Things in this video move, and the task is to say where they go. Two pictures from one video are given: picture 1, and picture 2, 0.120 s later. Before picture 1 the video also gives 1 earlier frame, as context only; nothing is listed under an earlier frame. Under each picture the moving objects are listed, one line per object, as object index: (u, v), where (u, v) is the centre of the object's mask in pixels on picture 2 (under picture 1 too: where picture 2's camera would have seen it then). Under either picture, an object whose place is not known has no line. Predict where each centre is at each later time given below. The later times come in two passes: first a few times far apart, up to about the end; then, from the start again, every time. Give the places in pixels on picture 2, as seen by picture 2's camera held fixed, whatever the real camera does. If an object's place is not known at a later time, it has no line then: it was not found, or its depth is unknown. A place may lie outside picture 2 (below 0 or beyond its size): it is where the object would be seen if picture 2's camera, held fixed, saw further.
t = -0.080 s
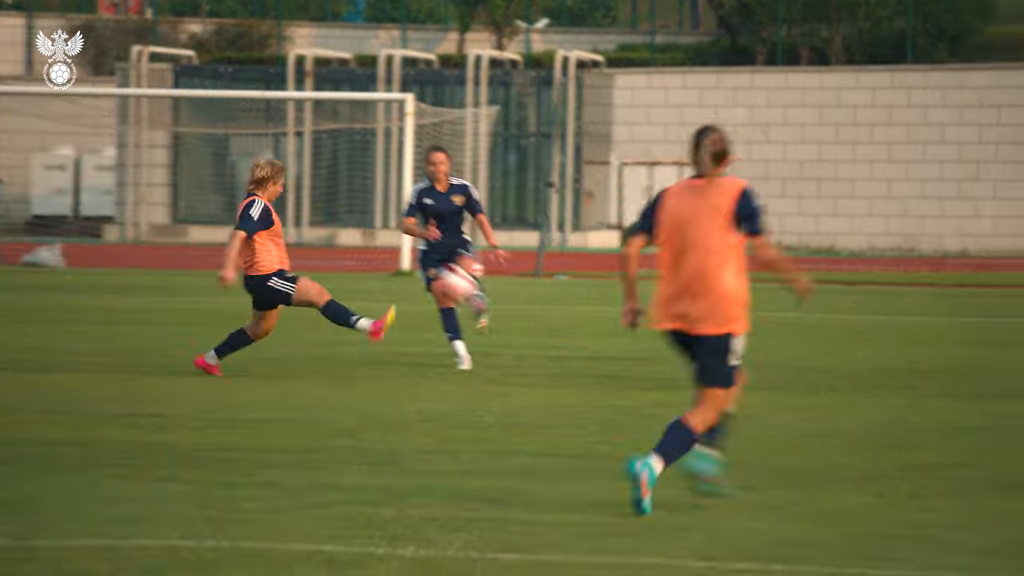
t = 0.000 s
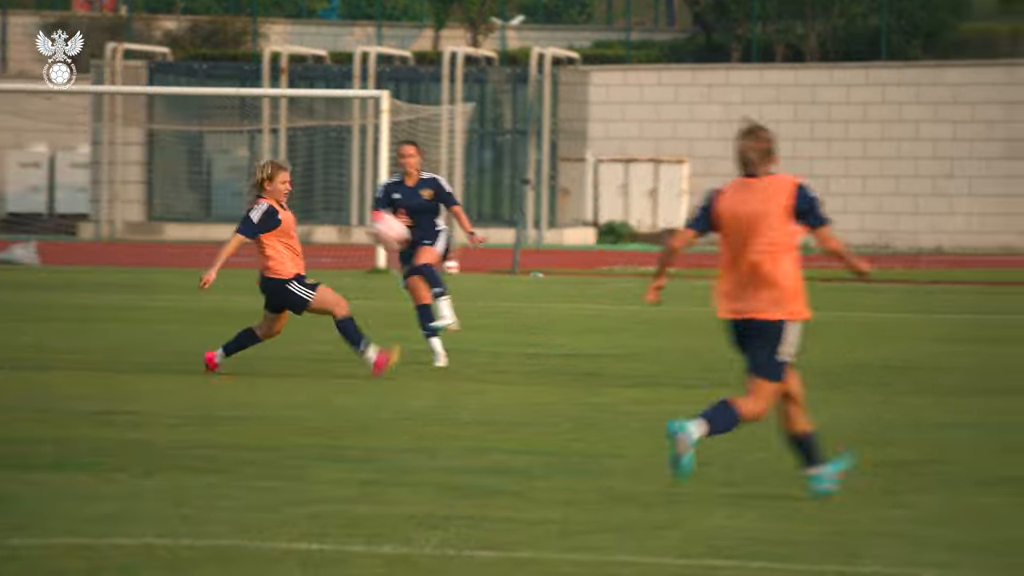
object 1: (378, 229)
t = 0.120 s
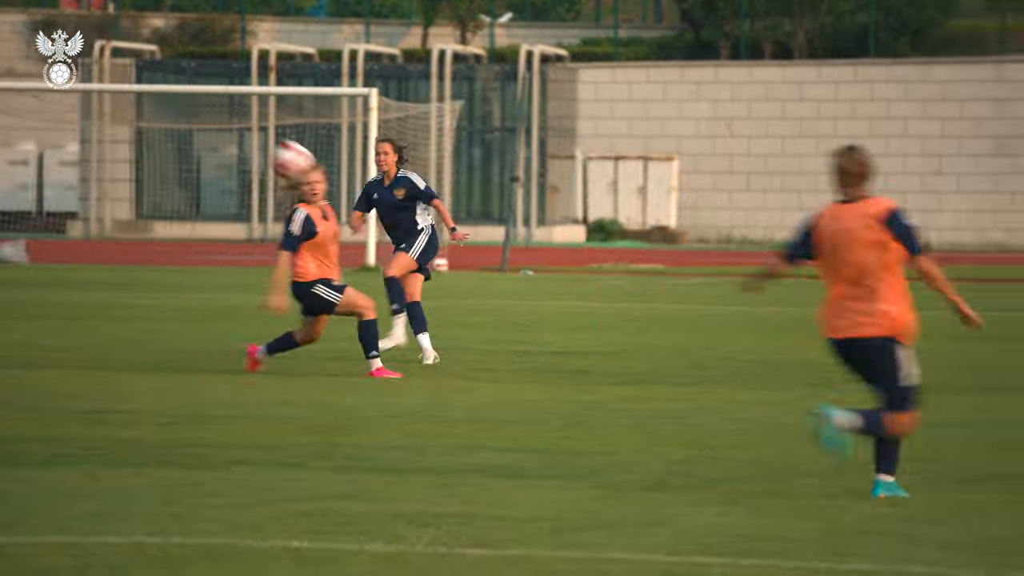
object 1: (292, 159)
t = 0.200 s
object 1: (227, 124)
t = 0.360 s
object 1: (65, 78)
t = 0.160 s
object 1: (262, 142)
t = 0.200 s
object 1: (227, 124)
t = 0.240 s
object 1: (191, 111)
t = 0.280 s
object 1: (153, 97)
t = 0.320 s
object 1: (109, 87)
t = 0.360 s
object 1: (65, 78)
